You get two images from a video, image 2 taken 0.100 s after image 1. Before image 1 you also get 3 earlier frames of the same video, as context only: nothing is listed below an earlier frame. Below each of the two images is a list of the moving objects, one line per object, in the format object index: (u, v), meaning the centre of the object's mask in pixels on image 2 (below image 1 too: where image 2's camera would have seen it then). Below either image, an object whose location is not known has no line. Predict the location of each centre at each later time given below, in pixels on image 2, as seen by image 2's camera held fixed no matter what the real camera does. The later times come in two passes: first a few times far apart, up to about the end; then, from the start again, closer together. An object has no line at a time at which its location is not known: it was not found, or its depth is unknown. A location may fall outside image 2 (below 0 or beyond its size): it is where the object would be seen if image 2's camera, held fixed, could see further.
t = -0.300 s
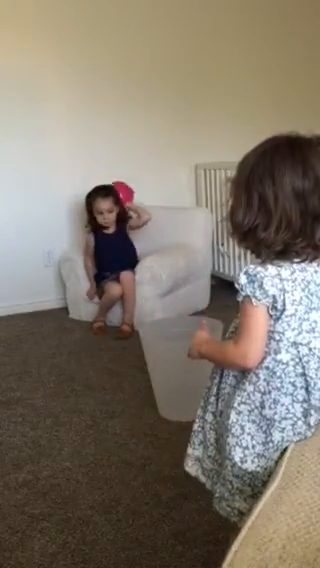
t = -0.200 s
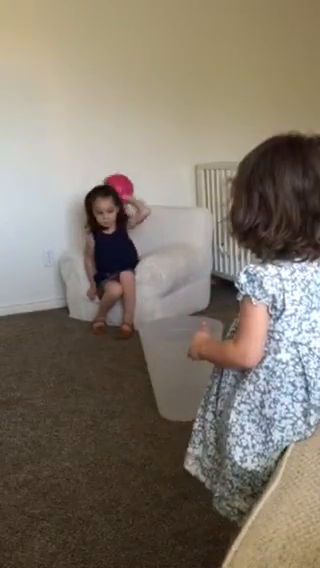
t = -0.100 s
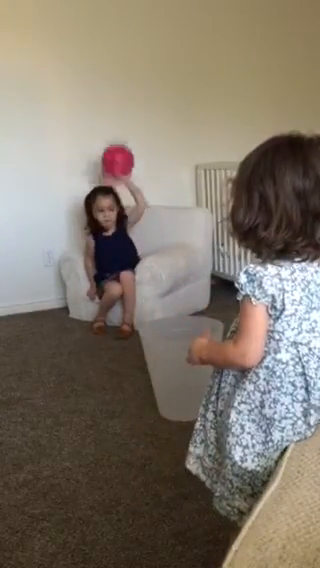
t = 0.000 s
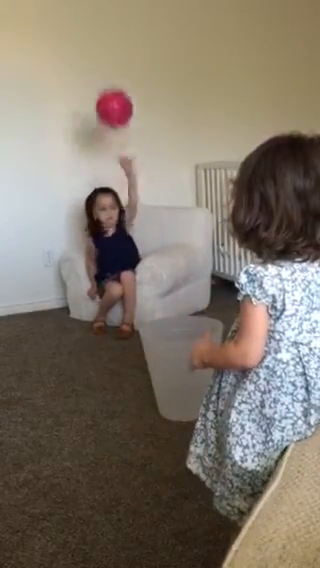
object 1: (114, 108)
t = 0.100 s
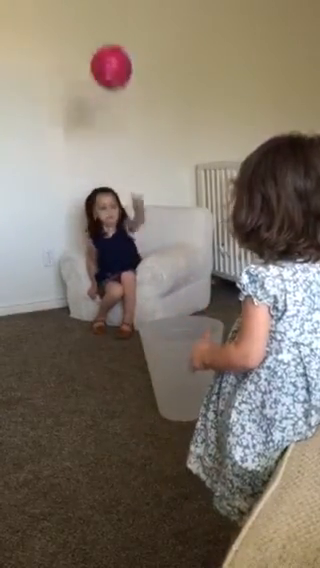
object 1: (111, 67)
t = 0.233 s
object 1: (111, 43)
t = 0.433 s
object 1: (117, 102)
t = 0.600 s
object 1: (133, 287)
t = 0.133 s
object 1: (111, 57)
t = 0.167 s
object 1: (110, 50)
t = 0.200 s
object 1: (110, 45)
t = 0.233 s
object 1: (111, 43)
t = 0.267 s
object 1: (111, 44)
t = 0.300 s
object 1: (112, 48)
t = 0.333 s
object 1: (112, 55)
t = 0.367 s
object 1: (114, 67)
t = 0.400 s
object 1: (116, 82)
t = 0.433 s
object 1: (117, 102)
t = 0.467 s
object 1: (119, 128)
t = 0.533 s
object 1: (126, 197)
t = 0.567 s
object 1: (129, 239)
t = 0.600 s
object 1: (133, 287)
